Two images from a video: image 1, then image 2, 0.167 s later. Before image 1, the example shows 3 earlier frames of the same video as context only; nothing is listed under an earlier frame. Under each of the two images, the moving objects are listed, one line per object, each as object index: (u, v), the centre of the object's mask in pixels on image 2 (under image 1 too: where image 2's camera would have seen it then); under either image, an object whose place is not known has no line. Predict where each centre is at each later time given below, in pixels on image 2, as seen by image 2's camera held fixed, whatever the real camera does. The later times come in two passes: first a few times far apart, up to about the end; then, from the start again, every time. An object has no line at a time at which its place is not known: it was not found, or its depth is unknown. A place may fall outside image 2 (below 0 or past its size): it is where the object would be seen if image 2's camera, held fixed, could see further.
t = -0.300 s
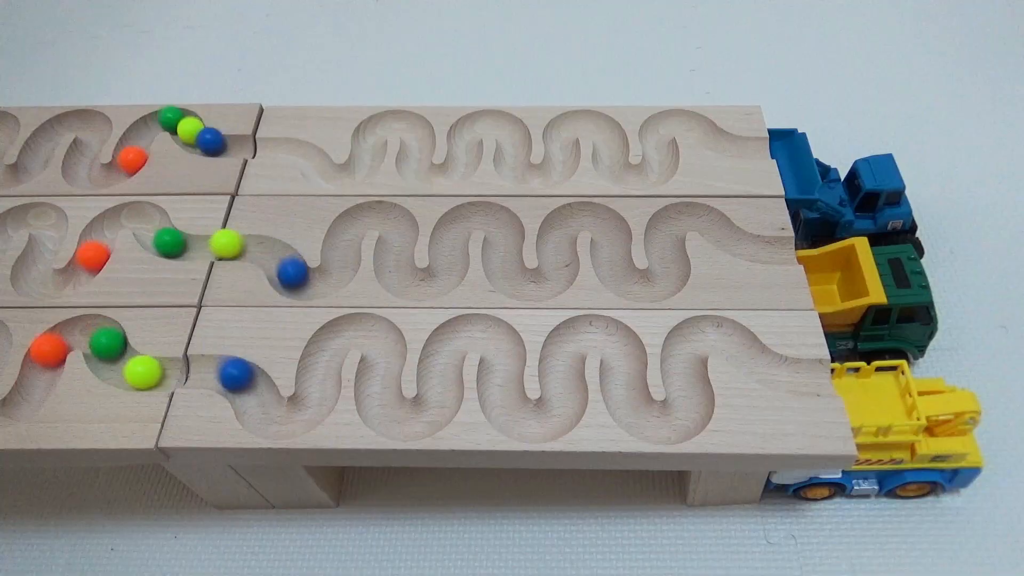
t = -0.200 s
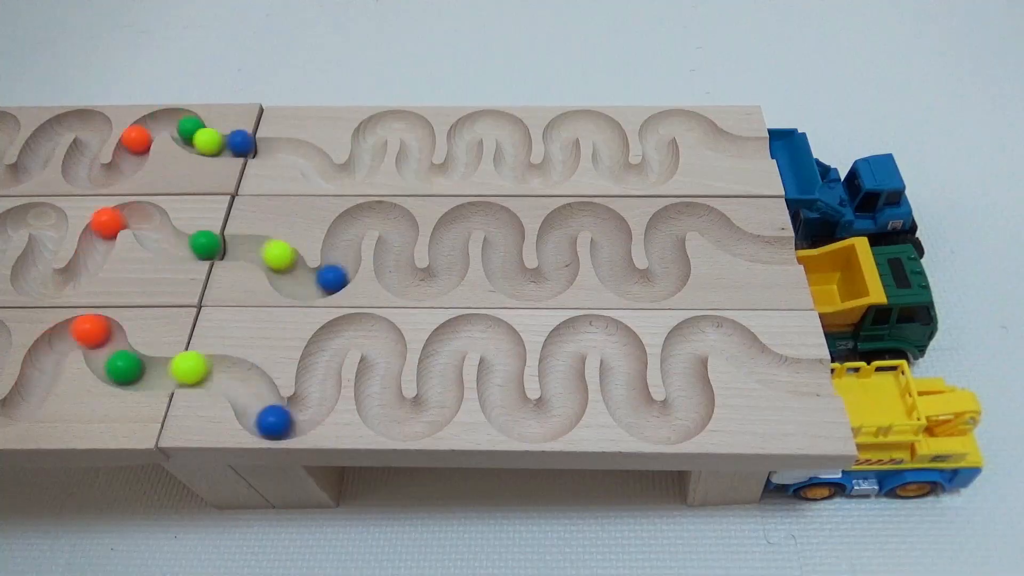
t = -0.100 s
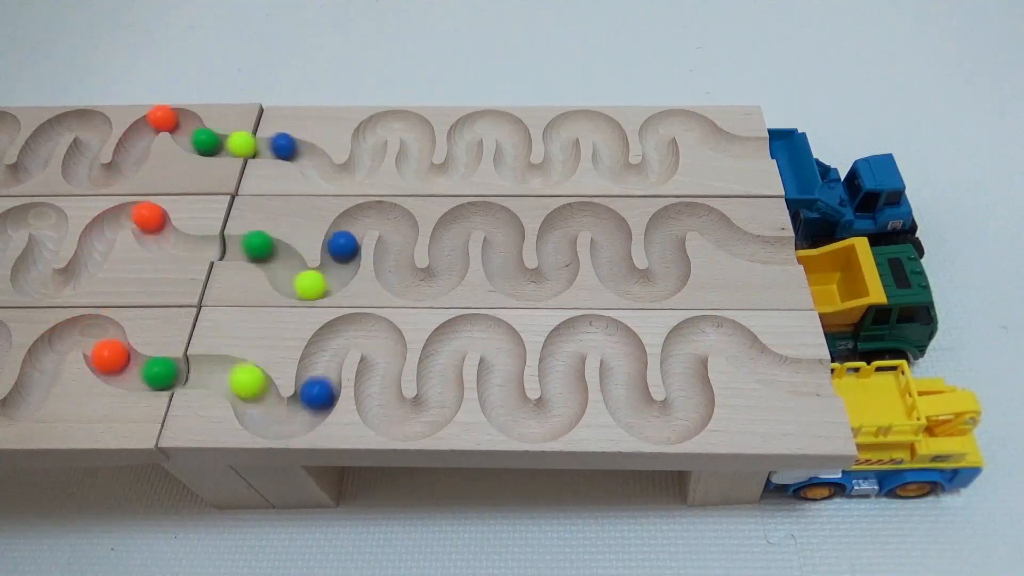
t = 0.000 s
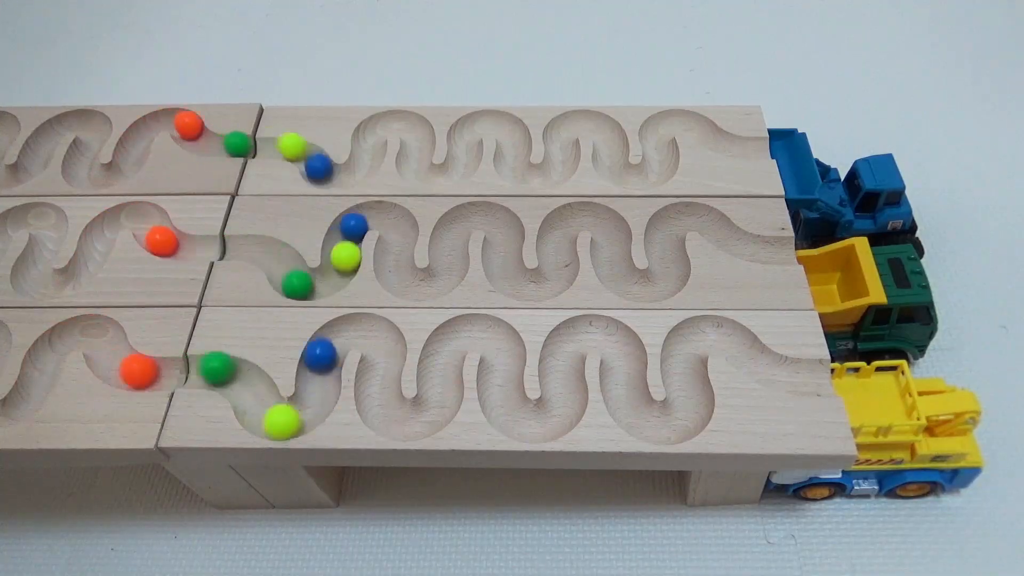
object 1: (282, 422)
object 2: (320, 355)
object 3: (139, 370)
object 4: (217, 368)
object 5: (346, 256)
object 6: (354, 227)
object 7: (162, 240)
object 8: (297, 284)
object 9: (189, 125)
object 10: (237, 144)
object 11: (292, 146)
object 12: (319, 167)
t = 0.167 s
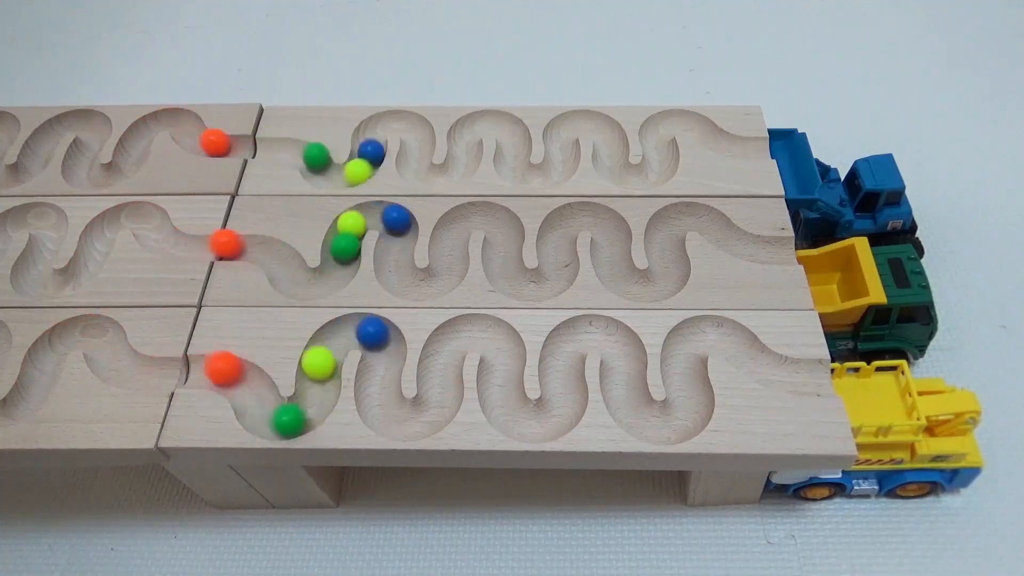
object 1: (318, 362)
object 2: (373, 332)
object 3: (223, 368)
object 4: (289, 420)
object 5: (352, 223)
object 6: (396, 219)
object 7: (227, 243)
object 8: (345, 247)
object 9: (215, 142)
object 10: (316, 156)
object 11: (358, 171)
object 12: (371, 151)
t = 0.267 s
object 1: (339, 339)
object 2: (387, 361)
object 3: (268, 417)
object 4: (324, 376)
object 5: (376, 215)
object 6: (399, 246)
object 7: (280, 255)
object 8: (351, 230)
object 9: (250, 142)
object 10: (349, 175)
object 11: (372, 147)
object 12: (377, 123)
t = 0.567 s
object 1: (377, 393)
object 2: (442, 404)
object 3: (340, 337)
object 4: (386, 339)
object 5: (407, 284)
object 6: (451, 258)
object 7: (347, 232)
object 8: (400, 243)
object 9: (369, 159)
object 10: (377, 127)
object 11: (420, 142)
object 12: (417, 173)
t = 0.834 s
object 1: (440, 373)
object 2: (492, 335)
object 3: (374, 387)
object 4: (406, 424)
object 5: (455, 231)
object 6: (504, 223)
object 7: (399, 242)
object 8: (447, 275)
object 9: (414, 124)
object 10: (419, 150)
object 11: (464, 164)
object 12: (464, 132)
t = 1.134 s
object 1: (501, 373)
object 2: (545, 423)
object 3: (436, 369)
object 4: (470, 328)
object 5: (500, 257)
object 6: (557, 277)
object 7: (452, 258)
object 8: (492, 217)
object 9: (448, 175)
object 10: (466, 144)
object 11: (513, 132)
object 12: (510, 168)
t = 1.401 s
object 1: (569, 402)
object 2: (587, 330)
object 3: (508, 356)
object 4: (510, 410)
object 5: (559, 256)
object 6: (594, 218)
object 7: (502, 221)
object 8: (525, 287)
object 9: (487, 120)
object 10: (517, 145)
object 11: (557, 172)
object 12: (561, 139)
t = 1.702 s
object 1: (623, 347)
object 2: (650, 426)
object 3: (570, 397)
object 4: (564, 349)
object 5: (614, 237)
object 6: (652, 288)
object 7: (550, 282)
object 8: (574, 215)
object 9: (536, 178)
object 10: (565, 154)
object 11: (601, 125)
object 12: (611, 158)
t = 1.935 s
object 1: (655, 426)
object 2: (680, 362)
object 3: (601, 332)
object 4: (623, 377)
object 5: (663, 283)
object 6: (673, 221)
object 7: (575, 216)
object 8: (610, 266)
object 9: (562, 127)
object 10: (604, 128)
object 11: (629, 176)
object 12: (663, 161)
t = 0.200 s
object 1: (320, 354)
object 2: (383, 341)
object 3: (243, 379)
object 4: (308, 411)
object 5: (355, 218)
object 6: (401, 227)
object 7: (243, 242)
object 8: (340, 240)
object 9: (224, 144)
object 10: (322, 171)
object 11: (366, 162)
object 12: (369, 140)
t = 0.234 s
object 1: (330, 348)
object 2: (390, 349)
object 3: (260, 393)
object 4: (320, 392)
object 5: (364, 217)
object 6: (401, 237)
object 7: (263, 246)
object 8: (344, 235)
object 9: (235, 144)
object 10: (332, 177)
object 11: (370, 154)
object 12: (369, 130)
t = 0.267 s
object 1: (339, 339)
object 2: (387, 361)
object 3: (268, 417)
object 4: (324, 376)
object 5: (376, 215)
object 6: (399, 246)
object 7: (280, 255)
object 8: (351, 230)
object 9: (250, 142)
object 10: (349, 175)
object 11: (372, 147)
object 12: (377, 123)
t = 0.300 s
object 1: (346, 329)
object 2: (380, 372)
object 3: (277, 421)
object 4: (322, 367)
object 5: (388, 214)
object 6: (393, 256)
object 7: (292, 271)
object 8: (355, 224)
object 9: (263, 142)
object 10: (363, 166)
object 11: (369, 141)
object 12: (390, 121)
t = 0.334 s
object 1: (355, 327)
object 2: (375, 383)
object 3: (295, 418)
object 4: (319, 357)
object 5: (396, 219)
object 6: (391, 265)
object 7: (300, 285)
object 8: (358, 218)
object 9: (280, 145)
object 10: (371, 156)
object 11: (368, 134)
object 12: (405, 120)
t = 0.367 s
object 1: (367, 332)
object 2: (378, 394)
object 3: (310, 407)
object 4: (327, 351)
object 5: (400, 228)
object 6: (398, 275)
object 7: (314, 284)
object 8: (364, 216)
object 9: (298, 147)
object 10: (372, 150)
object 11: (371, 126)
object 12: (414, 125)
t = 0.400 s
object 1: (381, 336)
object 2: (383, 405)
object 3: (321, 388)
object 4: (336, 343)
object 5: (401, 238)
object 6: (405, 283)
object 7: (330, 279)
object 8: (374, 216)
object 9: (312, 152)
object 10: (370, 146)
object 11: (380, 123)
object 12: (418, 134)
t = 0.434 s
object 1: (388, 343)
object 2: (388, 417)
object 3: (325, 373)
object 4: (343, 333)
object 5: (398, 247)
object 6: (416, 287)
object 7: (341, 266)
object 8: (386, 216)
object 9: (319, 165)
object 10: (370, 142)
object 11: (394, 120)
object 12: (420, 143)
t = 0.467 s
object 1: (386, 356)
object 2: (398, 423)
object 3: (322, 363)
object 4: (351, 328)
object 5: (391, 257)
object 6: (429, 285)
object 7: (346, 252)
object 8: (395, 218)
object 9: (327, 176)
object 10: (371, 137)
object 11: (405, 120)
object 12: (419, 152)
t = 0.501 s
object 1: (382, 368)
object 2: (413, 422)
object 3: (321, 353)
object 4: (362, 330)
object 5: (392, 266)
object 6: (444, 278)
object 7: (344, 244)
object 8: (399, 224)
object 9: (342, 176)
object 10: (372, 133)
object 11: (414, 125)
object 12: (415, 161)
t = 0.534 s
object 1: (377, 380)
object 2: (430, 416)
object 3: (329, 347)
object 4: (376, 334)
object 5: (399, 275)
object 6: (453, 268)
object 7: (341, 237)
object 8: (401, 234)
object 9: (358, 170)
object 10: (373, 130)
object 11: (419, 133)
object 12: (412, 168)
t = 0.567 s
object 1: (377, 393)
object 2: (442, 404)
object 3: (340, 337)
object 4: (386, 339)
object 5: (407, 284)
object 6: (451, 258)
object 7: (347, 232)
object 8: (400, 243)
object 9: (369, 159)
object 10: (377, 127)
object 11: (420, 142)
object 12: (417, 173)
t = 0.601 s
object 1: (381, 405)
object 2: (445, 391)
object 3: (351, 329)
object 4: (388, 350)
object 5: (419, 286)
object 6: (446, 248)
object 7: (355, 224)
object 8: (394, 253)
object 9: (372, 149)
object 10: (383, 123)
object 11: (419, 152)
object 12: (428, 177)
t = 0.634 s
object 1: (388, 415)
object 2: (440, 378)
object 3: (362, 327)
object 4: (385, 362)
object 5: (433, 283)
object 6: (447, 240)
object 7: (362, 217)
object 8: (391, 261)
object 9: (369, 141)
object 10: (391, 121)
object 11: (414, 162)
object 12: (440, 177)
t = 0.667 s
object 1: (399, 423)
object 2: (438, 365)
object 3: (374, 333)
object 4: (380, 375)
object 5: (446, 275)
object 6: (454, 232)
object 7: (370, 213)
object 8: (395, 270)
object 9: (369, 133)
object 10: (400, 121)
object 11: (412, 169)
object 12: (452, 175)
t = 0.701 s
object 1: (415, 422)
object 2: (443, 353)
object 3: (386, 340)
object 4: (376, 387)
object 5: (453, 265)
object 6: (460, 223)
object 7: (381, 215)
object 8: (402, 278)
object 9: (374, 128)
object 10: (409, 123)
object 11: (421, 175)
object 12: (461, 168)
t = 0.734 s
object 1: (432, 414)
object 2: (452, 342)
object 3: (389, 349)
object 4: (377, 398)
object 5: (451, 255)
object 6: (467, 216)
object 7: (392, 217)
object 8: (409, 285)
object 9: (384, 123)
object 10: (415, 127)
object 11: (434, 177)
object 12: (466, 160)
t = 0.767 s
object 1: (443, 401)
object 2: (463, 331)
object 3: (385, 362)
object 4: (384, 409)
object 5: (446, 246)
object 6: (478, 215)
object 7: (400, 222)
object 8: (420, 287)
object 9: (395, 120)
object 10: (420, 134)
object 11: (447, 177)
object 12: (467, 150)
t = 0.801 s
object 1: (445, 386)
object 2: (477, 328)
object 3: (379, 375)
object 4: (392, 420)
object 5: (449, 239)
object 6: (491, 218)
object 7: (402, 231)
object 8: (434, 283)
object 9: (405, 120)
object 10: (420, 141)
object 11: (457, 172)
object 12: (466, 140)
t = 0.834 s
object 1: (440, 373)
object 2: (492, 335)
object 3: (374, 387)
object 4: (406, 424)
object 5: (455, 231)
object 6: (504, 223)
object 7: (399, 242)
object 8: (447, 275)
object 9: (414, 124)
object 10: (419, 150)
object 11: (464, 164)
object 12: (464, 132)
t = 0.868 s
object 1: (438, 360)
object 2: (504, 343)
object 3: (378, 398)
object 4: (421, 420)
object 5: (459, 223)
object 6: (508, 231)
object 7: (394, 254)
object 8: (453, 264)
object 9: (421, 132)
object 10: (416, 158)
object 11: (467, 154)
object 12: (469, 125)
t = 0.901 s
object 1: (444, 349)
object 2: (509, 356)
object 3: (385, 409)
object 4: (436, 410)
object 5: (464, 215)
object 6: (506, 243)
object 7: (391, 262)
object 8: (450, 255)
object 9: (421, 141)
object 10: (413, 167)
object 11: (467, 144)
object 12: (481, 122)
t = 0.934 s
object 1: (455, 339)
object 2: (503, 370)
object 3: (393, 421)
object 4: (445, 395)
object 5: (474, 215)
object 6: (502, 254)
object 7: (395, 273)
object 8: (445, 246)
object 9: (419, 149)
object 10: (415, 172)
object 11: (464, 135)
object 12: (493, 120)
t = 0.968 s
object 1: (467, 329)
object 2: (498, 383)
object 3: (406, 424)
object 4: (443, 382)
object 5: (487, 216)
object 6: (500, 265)
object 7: (404, 281)
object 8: (449, 239)
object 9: (413, 157)
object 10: (426, 177)
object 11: (465, 128)
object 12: (505, 122)
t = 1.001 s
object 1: (481, 328)
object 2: (499, 395)
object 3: (422, 419)
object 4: (438, 369)
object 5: (499, 218)
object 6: (504, 275)
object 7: (415, 286)
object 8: (456, 230)
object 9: (412, 167)
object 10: (439, 178)
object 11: (473, 124)
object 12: (512, 130)
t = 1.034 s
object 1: (494, 335)
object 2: (506, 408)
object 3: (437, 408)
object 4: (439, 358)
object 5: (505, 225)
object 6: (515, 283)
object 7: (429, 285)
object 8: (461, 221)
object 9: (416, 172)
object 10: (454, 174)
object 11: (485, 121)
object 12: (515, 139)
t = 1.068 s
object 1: (505, 346)
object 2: (516, 420)
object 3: (446, 394)
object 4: (446, 347)
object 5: (506, 236)
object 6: (529, 288)
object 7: (443, 278)
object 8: (467, 215)
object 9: (426, 175)
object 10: (464, 165)
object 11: (496, 119)
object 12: (515, 150)
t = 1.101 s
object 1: (508, 359)
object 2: (530, 425)
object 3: (443, 382)
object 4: (457, 336)
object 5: (505, 246)
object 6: (544, 285)
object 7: (452, 268)
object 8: (478, 214)
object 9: (436, 177)
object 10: (467, 155)
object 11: (506, 124)
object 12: (512, 160)
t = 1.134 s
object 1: (501, 373)
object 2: (545, 423)
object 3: (436, 369)
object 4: (470, 328)
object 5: (500, 257)
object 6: (557, 277)
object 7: (452, 258)
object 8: (492, 217)
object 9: (448, 175)
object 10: (466, 144)
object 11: (513, 132)
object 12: (510, 168)
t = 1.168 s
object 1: (496, 385)
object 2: (561, 414)
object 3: (439, 359)
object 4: (484, 330)
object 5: (501, 266)
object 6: (563, 265)
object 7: (448, 247)
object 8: (503, 221)
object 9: (458, 170)
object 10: (463, 133)
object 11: (516, 140)
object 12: (517, 173)
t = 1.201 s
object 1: (500, 396)
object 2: (570, 401)
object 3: (447, 349)
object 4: (497, 339)
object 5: (508, 275)
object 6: (559, 255)
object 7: (447, 238)
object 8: (507, 230)
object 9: (465, 162)
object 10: (467, 126)
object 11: (515, 150)
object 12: (529, 177)
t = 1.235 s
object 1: (509, 407)
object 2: (567, 388)
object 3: (455, 338)
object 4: (508, 349)
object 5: (519, 284)
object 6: (552, 244)
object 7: (452, 232)
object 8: (507, 241)
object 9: (467, 153)
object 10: (479, 123)
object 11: (512, 160)
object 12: (542, 177)
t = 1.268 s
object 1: (518, 420)
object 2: (560, 374)
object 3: (466, 329)
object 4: (507, 362)
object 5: (531, 287)
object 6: (555, 236)
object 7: (460, 223)
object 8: (502, 253)
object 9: (466, 143)
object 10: (493, 120)
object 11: (511, 168)
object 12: (553, 174)
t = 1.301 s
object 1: (529, 425)
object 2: (558, 361)
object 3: (479, 329)
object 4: (499, 375)
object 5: (544, 284)
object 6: (563, 228)
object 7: (467, 216)
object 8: (500, 262)
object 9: (463, 134)
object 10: (503, 121)
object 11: (518, 174)
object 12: (560, 168)
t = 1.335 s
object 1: (544, 422)
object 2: (564, 350)
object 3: (495, 336)
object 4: (496, 387)
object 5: (557, 276)
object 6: (570, 219)
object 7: (477, 214)
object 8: (504, 272)
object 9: (466, 128)
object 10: (510, 129)
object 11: (530, 177)
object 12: (564, 159)
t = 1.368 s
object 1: (560, 414)
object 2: (574, 339)
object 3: (506, 344)
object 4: (502, 397)
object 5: (563, 266)
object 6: (580, 214)
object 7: (489, 217)
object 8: (513, 281)
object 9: (475, 124)
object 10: (515, 137)
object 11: (544, 177)
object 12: (564, 149)
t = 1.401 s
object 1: (569, 402)
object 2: (587, 330)
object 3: (508, 356)
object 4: (510, 410)
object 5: (559, 256)
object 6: (594, 218)
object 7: (502, 221)
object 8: (525, 287)
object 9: (487, 120)
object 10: (517, 145)
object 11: (557, 172)
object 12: (561, 139)
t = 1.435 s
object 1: (567, 388)
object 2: (602, 332)
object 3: (502, 371)
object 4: (519, 422)
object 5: (553, 246)
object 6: (607, 223)
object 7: (508, 228)
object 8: (539, 286)
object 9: (498, 120)
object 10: (514, 154)
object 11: (563, 164)
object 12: (558, 130)
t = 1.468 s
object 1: (561, 375)
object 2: (617, 341)
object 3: (497, 384)
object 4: (531, 425)
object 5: (554, 238)
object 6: (615, 231)
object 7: (506, 240)
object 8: (553, 280)
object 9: (508, 126)
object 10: (510, 163)
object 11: (564, 154)
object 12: (564, 125)
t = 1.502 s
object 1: (558, 362)
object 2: (628, 352)
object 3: (500, 396)
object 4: (547, 421)
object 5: (561, 230)
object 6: (613, 243)
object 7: (502, 250)
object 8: (563, 270)
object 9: (515, 134)
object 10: (512, 169)
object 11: (563, 143)
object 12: (576, 122)
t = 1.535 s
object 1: (563, 352)
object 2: (627, 366)
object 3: (509, 409)
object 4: (563, 412)
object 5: (567, 220)
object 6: (610, 254)
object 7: (500, 260)
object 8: (562, 260)
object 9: (516, 143)
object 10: (521, 175)
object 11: (559, 134)
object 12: (588, 120)
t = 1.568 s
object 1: (572, 342)
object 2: (621, 380)
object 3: (518, 421)
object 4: (569, 399)
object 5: (576, 213)
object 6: (609, 264)
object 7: (504, 270)
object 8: (555, 249)
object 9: (514, 153)
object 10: (533, 178)
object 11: (560, 126)
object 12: (599, 122)
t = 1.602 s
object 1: (583, 332)
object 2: (620, 392)
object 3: (532, 425)
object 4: (566, 386)
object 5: (588, 215)
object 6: (615, 274)
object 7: (512, 280)
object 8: (554, 240)
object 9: (511, 163)
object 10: (546, 176)
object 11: (569, 123)
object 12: (606, 130)
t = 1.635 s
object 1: (596, 328)
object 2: (628, 403)
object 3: (547, 421)
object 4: (561, 373)
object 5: (602, 219)
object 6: (625, 283)
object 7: (522, 286)
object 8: (559, 232)
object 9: (512, 170)
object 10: (557, 172)
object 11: (581, 121)
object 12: (611, 140)
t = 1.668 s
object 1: (610, 337)
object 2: (638, 416)
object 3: (563, 411)
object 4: (559, 360)
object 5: (613, 226)
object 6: (638, 288)
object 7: (536, 286)
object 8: (566, 223)
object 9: (522, 175)
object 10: (563, 164)
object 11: (593, 119)
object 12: (613, 149)
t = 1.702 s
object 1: (623, 347)
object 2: (650, 426)
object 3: (570, 397)
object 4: (564, 349)
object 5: (614, 237)
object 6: (652, 288)
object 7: (550, 282)
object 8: (574, 215)
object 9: (536, 178)
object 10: (565, 154)
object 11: (601, 125)
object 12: (611, 158)
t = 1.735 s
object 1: (629, 357)
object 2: (663, 428)
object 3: (565, 385)
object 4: (574, 339)
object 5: (612, 248)
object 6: (666, 281)
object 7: (561, 273)
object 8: (585, 214)
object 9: (549, 175)
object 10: (562, 144)
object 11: (608, 133)
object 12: (610, 166)
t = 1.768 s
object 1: (624, 371)
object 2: (677, 422)
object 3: (559, 371)
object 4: (585, 330)
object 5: (610, 259)
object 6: (674, 270)
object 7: (562, 262)
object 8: (598, 219)
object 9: (558, 171)
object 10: (559, 134)
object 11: (613, 141)
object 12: (614, 171)
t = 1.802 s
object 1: (620, 384)
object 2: (691, 412)
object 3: (560, 359)
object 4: (599, 330)
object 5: (612, 269)
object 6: (669, 260)
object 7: (557, 251)
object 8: (610, 224)
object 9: (564, 161)
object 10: (561, 127)
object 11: (613, 151)
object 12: (625, 176)
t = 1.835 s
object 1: (623, 395)
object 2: (696, 399)
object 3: (567, 348)
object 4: (614, 339)
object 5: (621, 279)
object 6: (663, 249)
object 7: (554, 241)
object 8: (615, 233)
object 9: (566, 152)
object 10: (571, 123)
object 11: (611, 160)
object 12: (639, 178)
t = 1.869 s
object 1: (633, 407)
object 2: (688, 386)
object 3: (575, 337)
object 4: (626, 350)
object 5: (633, 287)
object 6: (661, 239)
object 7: (558, 232)
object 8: (613, 245)
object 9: (563, 142)
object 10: (584, 120)
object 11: (610, 167)
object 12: (651, 176)
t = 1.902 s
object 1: (643, 420)
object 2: (681, 374)
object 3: (587, 329)
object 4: (629, 363)
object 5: (649, 288)
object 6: (666, 230)
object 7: (565, 222)
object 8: (610, 256)
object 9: (558, 132)
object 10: (596, 121)
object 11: (617, 173)
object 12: (658, 170)
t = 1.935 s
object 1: (655, 426)
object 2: (680, 362)
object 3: (601, 332)
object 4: (623, 377)
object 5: (663, 283)
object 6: (673, 221)
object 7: (575, 216)
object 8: (610, 266)
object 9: (562, 127)
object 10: (604, 128)
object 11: (629, 176)
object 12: (663, 161)
